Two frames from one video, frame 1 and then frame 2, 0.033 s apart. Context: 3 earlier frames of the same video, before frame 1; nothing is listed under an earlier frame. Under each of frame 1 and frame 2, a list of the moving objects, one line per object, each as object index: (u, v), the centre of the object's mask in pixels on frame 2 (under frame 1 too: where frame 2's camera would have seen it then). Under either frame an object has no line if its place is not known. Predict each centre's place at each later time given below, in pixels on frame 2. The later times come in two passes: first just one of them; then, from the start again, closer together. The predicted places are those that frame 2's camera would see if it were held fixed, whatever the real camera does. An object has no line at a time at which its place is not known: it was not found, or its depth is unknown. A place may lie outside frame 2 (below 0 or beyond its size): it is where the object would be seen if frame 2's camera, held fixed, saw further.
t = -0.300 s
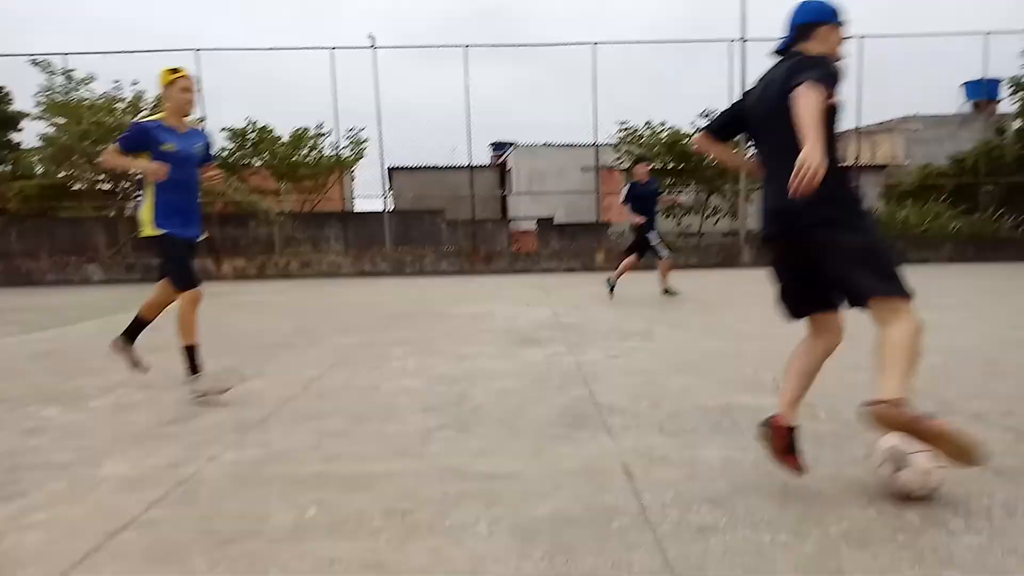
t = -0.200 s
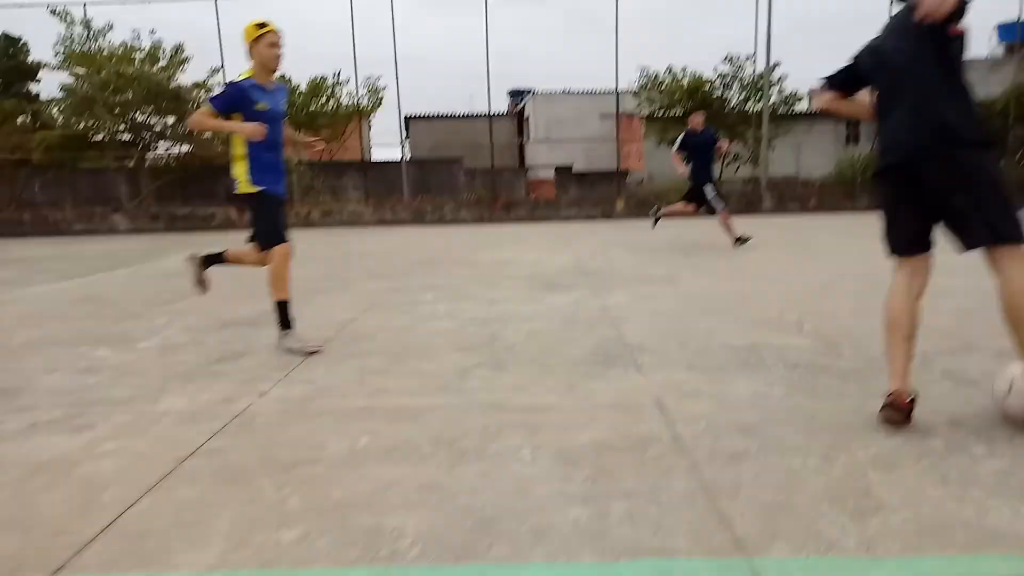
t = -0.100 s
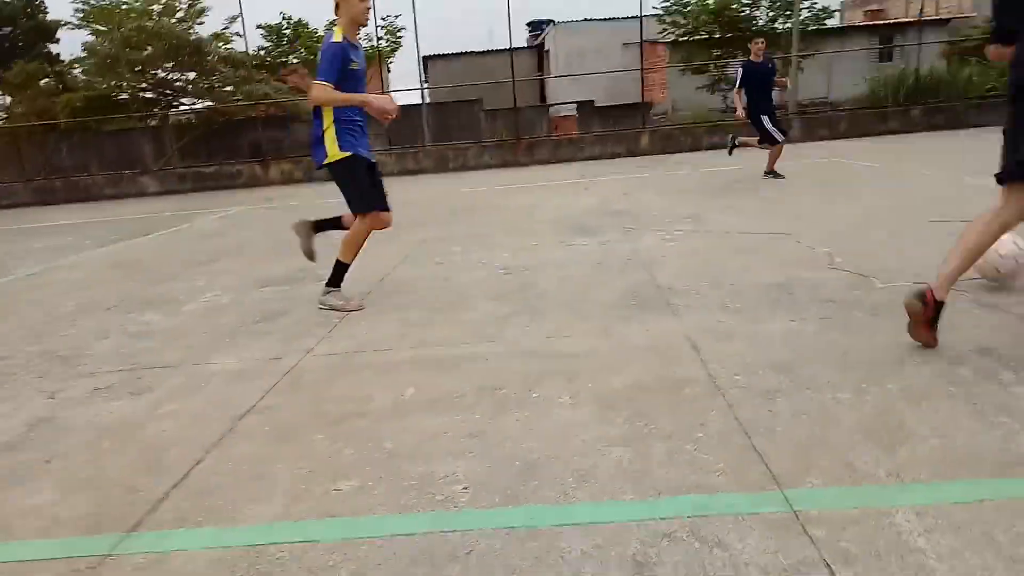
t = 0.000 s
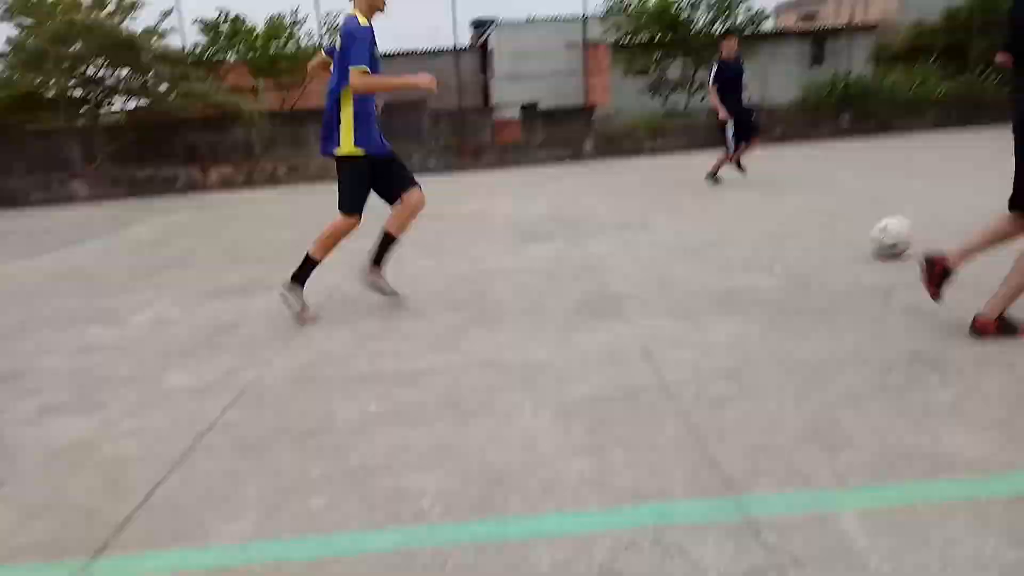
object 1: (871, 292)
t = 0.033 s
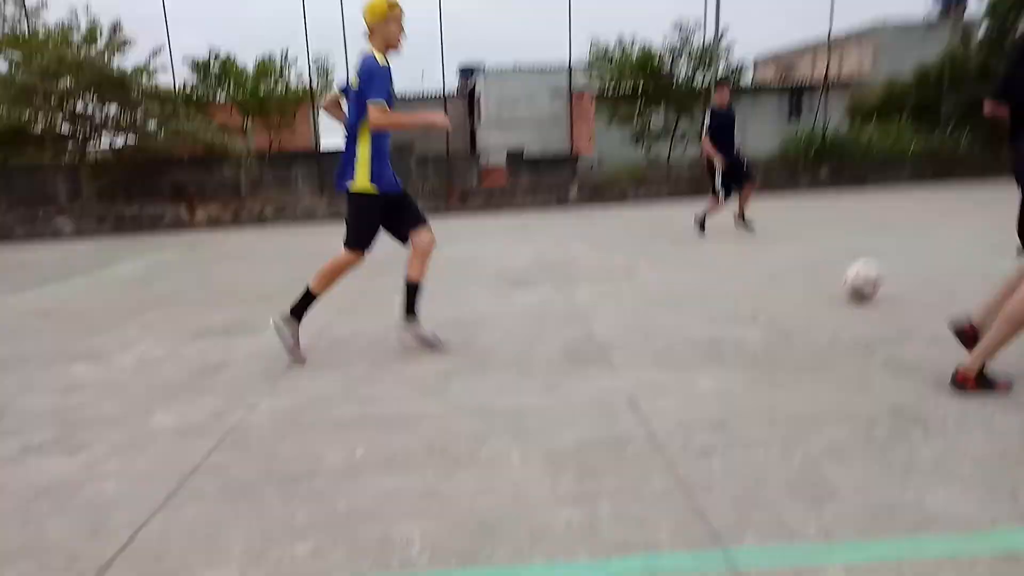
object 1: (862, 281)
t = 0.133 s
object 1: (846, 271)
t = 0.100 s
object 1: (853, 276)
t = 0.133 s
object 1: (846, 271)
